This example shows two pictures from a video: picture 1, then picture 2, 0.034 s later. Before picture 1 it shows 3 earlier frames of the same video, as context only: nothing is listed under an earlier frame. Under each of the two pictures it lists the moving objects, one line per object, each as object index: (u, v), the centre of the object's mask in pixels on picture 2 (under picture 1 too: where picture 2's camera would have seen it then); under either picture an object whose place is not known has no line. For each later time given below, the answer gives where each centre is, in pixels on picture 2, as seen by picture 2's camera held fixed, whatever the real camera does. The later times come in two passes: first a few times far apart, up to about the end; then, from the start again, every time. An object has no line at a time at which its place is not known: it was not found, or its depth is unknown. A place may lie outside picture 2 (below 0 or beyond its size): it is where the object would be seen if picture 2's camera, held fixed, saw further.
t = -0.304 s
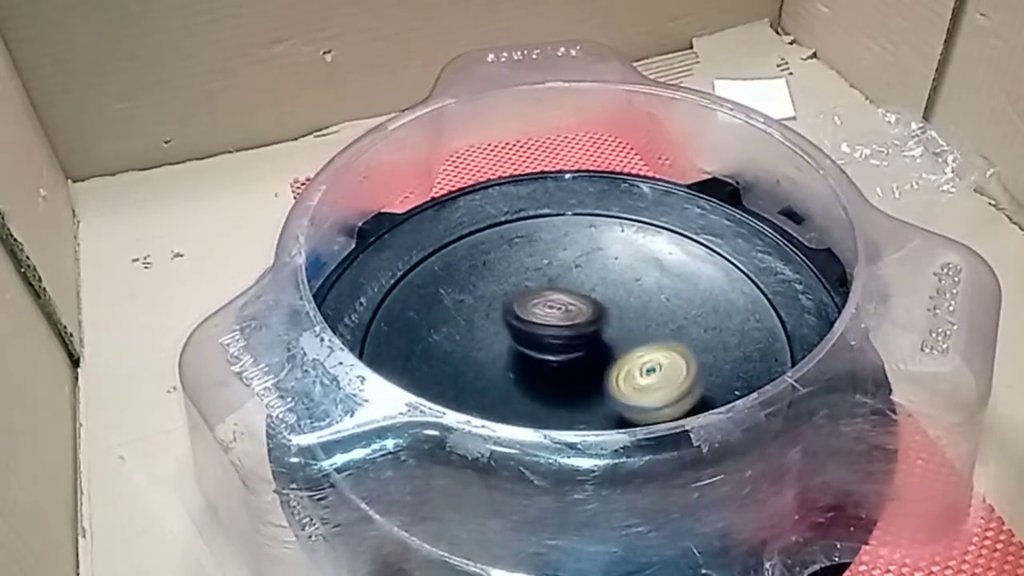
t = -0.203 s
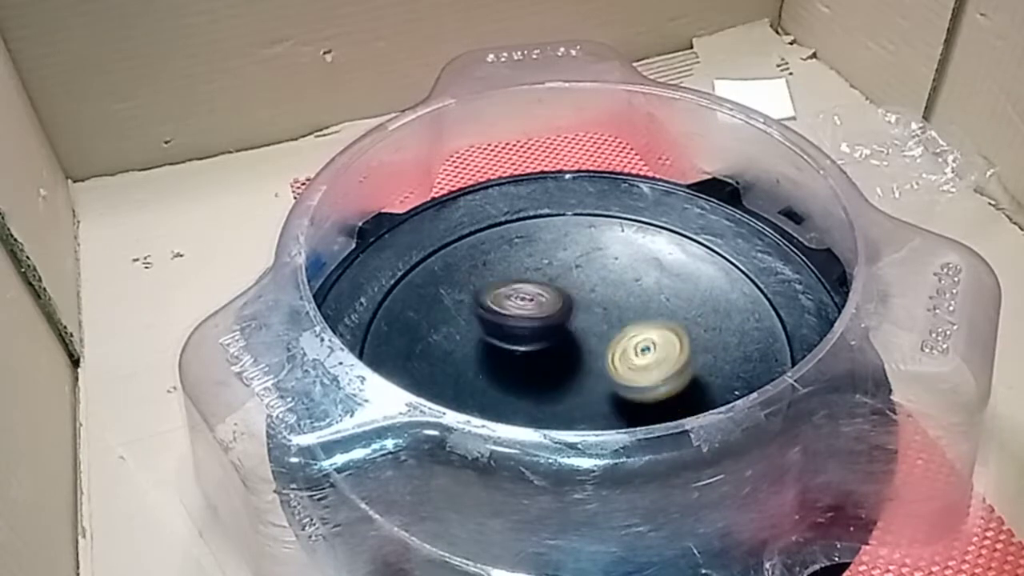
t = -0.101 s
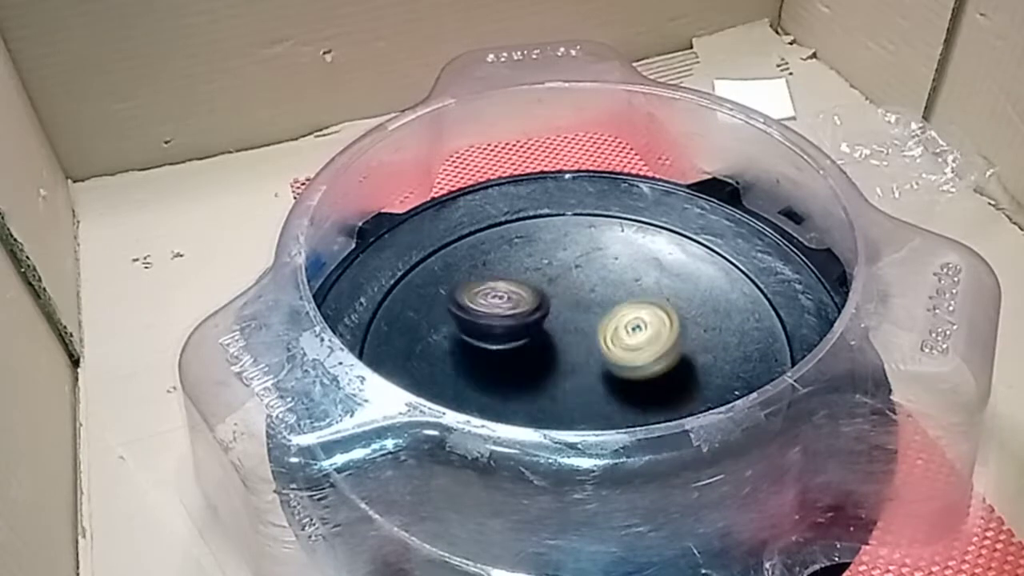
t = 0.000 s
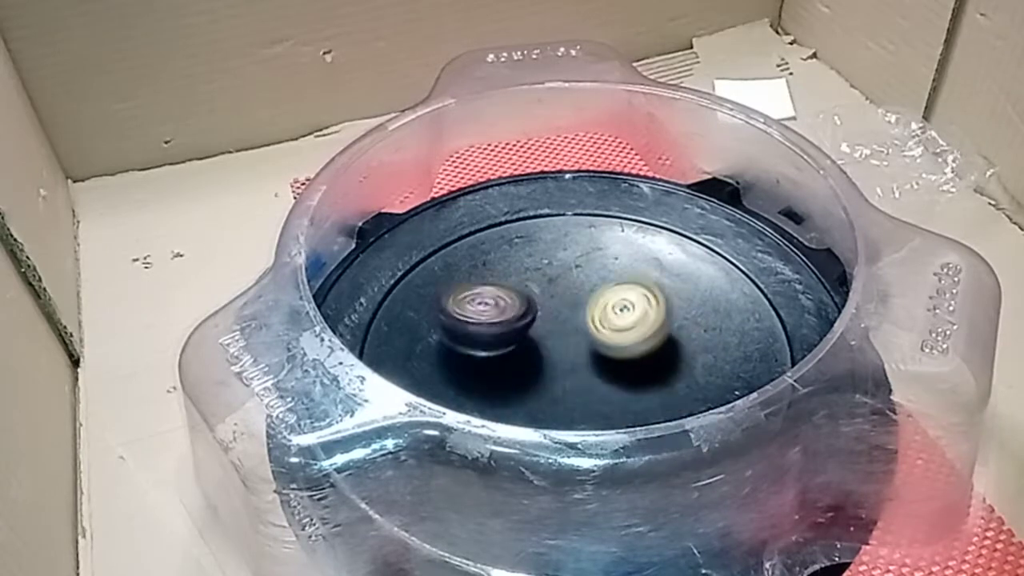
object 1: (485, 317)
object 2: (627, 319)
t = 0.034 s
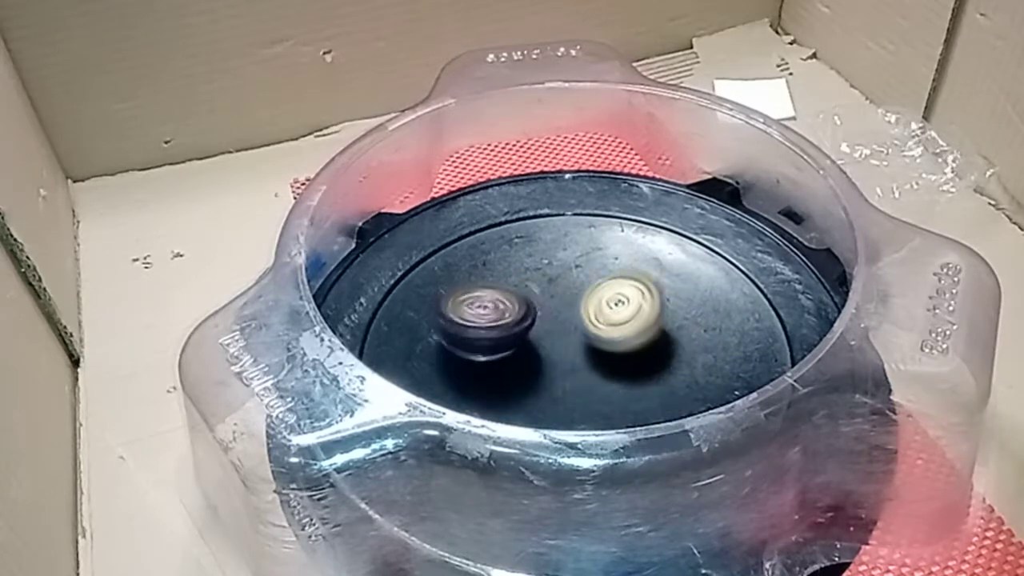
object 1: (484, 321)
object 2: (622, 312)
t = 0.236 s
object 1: (503, 346)
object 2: (582, 287)
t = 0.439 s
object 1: (545, 356)
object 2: (544, 276)
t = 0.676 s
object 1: (590, 353)
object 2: (509, 290)
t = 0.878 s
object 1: (588, 348)
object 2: (495, 320)
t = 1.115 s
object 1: (666, 354)
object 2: (492, 341)
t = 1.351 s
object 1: (646, 317)
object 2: (544, 373)
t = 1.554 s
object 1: (611, 292)
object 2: (587, 397)
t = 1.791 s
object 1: (571, 313)
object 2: (638, 387)
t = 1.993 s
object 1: (551, 344)
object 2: (664, 367)
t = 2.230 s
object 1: (567, 363)
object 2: (657, 333)
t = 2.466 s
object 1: (543, 384)
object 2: (645, 299)
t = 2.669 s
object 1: (567, 374)
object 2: (602, 293)
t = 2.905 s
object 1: (578, 382)
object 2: (555, 292)
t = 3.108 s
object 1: (595, 369)
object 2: (523, 316)
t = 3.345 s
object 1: (629, 358)
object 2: (514, 354)
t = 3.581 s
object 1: (633, 332)
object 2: (527, 393)
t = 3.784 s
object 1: (652, 302)
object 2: (553, 404)
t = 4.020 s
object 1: (612, 318)
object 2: (610, 399)
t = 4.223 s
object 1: (579, 283)
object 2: (622, 403)
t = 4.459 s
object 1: (563, 301)
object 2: (617, 378)
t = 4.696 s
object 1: (528, 286)
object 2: (610, 364)
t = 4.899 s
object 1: (525, 295)
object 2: (601, 364)
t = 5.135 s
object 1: (537, 316)
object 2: (607, 381)
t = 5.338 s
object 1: (545, 327)
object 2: (622, 389)
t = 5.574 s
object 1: (508, 303)
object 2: (657, 396)
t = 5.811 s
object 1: (502, 311)
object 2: (644, 388)
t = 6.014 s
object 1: (523, 317)
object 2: (647, 384)
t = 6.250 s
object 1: (518, 309)
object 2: (661, 389)
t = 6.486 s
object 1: (561, 327)
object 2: (637, 387)
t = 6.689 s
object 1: (585, 323)
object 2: (624, 396)
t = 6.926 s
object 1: (596, 322)
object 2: (606, 399)
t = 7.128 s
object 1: (588, 325)
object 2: (593, 402)
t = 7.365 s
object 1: (573, 328)
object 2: (588, 406)
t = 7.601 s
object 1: (568, 327)
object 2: (587, 401)
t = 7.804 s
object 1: (547, 294)
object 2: (583, 402)
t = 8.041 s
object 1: (551, 300)
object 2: (573, 393)
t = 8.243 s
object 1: (570, 289)
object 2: (563, 401)
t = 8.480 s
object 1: (580, 281)
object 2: (552, 403)
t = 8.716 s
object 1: (596, 309)
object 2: (557, 396)
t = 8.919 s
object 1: (615, 318)
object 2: (549, 394)
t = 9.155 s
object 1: (611, 331)
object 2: (536, 388)
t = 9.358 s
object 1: (631, 323)
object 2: (486, 391)
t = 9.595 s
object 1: (614, 338)
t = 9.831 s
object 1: (635, 326)
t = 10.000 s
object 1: (635, 309)
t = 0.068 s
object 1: (484, 324)
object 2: (616, 306)
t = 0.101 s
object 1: (486, 330)
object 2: (610, 303)
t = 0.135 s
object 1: (489, 334)
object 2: (603, 296)
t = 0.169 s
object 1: (494, 341)
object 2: (597, 293)
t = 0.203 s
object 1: (498, 344)
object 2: (590, 289)
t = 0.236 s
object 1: (503, 346)
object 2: (582, 287)
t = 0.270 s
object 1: (510, 350)
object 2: (576, 283)
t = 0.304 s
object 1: (515, 351)
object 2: (570, 280)
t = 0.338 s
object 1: (523, 354)
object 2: (563, 279)
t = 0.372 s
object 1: (529, 355)
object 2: (556, 277)
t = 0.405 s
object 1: (537, 356)
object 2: (550, 276)
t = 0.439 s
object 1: (545, 356)
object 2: (544, 276)
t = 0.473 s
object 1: (554, 356)
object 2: (539, 275)
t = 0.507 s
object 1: (562, 356)
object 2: (533, 276)
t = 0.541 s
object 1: (571, 356)
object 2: (528, 278)
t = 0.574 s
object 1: (578, 356)
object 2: (523, 280)
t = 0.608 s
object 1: (583, 356)
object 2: (517, 283)
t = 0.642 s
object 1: (588, 354)
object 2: (513, 286)
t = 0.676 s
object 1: (590, 353)
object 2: (509, 290)
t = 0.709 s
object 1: (591, 352)
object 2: (506, 295)
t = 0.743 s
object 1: (591, 351)
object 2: (503, 299)
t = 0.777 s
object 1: (590, 349)
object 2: (500, 304)
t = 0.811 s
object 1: (589, 348)
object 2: (498, 310)
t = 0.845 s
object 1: (587, 347)
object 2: (496, 315)
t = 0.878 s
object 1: (588, 348)
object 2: (495, 320)
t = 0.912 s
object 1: (594, 350)
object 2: (491, 323)
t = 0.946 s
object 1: (617, 354)
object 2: (480, 322)
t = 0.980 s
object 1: (630, 360)
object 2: (478, 321)
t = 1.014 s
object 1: (641, 361)
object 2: (479, 327)
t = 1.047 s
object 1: (653, 360)
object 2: (482, 330)
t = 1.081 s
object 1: (661, 358)
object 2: (488, 336)
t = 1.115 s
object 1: (666, 354)
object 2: (492, 341)
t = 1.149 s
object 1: (671, 349)
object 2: (497, 346)
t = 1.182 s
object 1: (675, 344)
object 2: (503, 351)
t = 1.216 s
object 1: (674, 338)
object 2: (509, 356)
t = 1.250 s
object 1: (670, 331)
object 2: (517, 361)
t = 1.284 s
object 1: (664, 325)
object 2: (525, 365)
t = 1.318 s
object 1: (656, 320)
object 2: (534, 369)
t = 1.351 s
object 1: (646, 317)
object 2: (544, 373)
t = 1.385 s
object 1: (636, 315)
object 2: (555, 376)
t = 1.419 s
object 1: (627, 312)
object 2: (564, 380)
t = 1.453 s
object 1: (623, 305)
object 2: (568, 391)
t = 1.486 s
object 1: (620, 298)
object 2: (572, 392)
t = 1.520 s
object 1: (616, 295)
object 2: (579, 396)
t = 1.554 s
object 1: (611, 292)
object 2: (587, 397)
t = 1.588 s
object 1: (605, 291)
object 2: (595, 396)
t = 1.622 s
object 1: (599, 291)
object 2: (603, 396)
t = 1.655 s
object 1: (593, 293)
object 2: (611, 394)
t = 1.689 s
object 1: (586, 297)
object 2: (618, 393)
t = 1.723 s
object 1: (580, 303)
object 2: (625, 391)
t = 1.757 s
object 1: (574, 308)
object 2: (632, 389)
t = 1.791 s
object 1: (571, 313)
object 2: (638, 387)
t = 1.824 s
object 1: (567, 318)
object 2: (643, 383)
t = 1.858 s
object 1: (564, 322)
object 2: (648, 380)
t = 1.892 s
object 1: (562, 332)
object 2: (652, 377)
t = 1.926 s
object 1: (557, 337)
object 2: (659, 375)
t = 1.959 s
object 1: (553, 340)
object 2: (663, 370)
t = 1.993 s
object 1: (551, 344)
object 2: (664, 367)
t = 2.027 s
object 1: (551, 348)
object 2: (666, 361)
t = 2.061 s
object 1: (551, 352)
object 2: (666, 357)
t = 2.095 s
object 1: (553, 356)
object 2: (665, 352)
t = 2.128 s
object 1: (556, 358)
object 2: (663, 347)
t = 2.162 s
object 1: (560, 361)
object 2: (661, 342)
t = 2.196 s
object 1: (564, 362)
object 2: (659, 338)
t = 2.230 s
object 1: (567, 363)
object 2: (657, 333)
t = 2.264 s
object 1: (561, 367)
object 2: (663, 325)
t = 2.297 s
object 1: (552, 374)
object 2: (666, 317)
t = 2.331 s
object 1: (546, 379)
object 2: (665, 312)
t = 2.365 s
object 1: (543, 381)
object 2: (661, 308)
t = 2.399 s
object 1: (544, 383)
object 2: (657, 305)
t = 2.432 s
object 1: (543, 383)
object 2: (651, 302)
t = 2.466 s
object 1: (543, 384)
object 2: (645, 299)
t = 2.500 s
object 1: (547, 384)
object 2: (639, 298)
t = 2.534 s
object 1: (550, 384)
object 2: (633, 295)
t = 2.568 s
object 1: (554, 383)
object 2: (626, 295)
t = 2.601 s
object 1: (557, 382)
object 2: (619, 294)
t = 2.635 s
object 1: (562, 379)
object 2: (610, 294)
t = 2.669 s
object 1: (567, 374)
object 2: (602, 293)
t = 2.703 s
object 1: (571, 370)
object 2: (595, 292)
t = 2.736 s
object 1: (574, 366)
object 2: (588, 291)
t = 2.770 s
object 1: (575, 371)
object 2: (579, 289)
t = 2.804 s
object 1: (575, 377)
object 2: (574, 286)
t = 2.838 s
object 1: (576, 380)
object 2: (567, 287)
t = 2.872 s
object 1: (577, 382)
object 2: (561, 288)
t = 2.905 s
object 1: (578, 382)
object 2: (555, 292)
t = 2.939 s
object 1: (581, 382)
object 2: (550, 296)
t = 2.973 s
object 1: (583, 380)
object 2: (544, 299)
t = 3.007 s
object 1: (585, 379)
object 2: (539, 303)
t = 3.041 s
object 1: (587, 375)
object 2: (534, 307)
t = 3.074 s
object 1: (589, 371)
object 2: (529, 311)
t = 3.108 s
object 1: (595, 369)
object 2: (523, 316)
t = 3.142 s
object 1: (600, 371)
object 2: (521, 320)
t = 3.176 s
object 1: (603, 369)
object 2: (519, 327)
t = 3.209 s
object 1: (609, 367)
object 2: (517, 333)
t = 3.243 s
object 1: (617, 366)
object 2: (513, 338)
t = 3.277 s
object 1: (624, 362)
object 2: (513, 342)
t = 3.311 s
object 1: (627, 362)
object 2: (513, 349)
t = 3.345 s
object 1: (629, 358)
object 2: (514, 354)
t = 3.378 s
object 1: (628, 355)
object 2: (515, 359)
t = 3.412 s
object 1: (628, 350)
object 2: (518, 366)
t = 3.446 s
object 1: (626, 350)
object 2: (520, 371)
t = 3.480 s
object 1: (625, 347)
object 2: (521, 377)
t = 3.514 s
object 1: (626, 345)
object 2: (526, 381)
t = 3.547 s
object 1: (626, 340)
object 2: (531, 384)
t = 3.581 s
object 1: (633, 332)
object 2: (527, 393)
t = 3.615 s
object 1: (641, 324)
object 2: (525, 396)
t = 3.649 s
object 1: (647, 319)
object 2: (528, 398)
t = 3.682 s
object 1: (651, 312)
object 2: (532, 399)
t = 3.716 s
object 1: (654, 307)
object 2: (538, 401)
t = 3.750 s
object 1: (655, 305)
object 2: (545, 402)
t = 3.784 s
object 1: (652, 302)
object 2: (553, 404)
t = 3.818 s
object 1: (648, 302)
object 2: (561, 404)
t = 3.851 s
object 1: (645, 301)
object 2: (572, 403)
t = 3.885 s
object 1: (639, 304)
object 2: (579, 404)
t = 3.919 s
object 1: (633, 307)
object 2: (586, 403)
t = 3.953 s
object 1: (625, 311)
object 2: (594, 400)
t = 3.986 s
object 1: (617, 312)
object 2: (603, 400)
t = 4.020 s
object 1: (612, 318)
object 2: (610, 399)
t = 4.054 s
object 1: (607, 311)
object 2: (618, 402)
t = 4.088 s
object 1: (600, 303)
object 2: (620, 406)
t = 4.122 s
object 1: (593, 293)
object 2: (622, 407)
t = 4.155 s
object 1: (588, 290)
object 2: (623, 409)
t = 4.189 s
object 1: (583, 285)
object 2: (622, 406)
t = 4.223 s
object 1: (579, 283)
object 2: (622, 403)
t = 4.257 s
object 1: (576, 285)
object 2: (623, 399)
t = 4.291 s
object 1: (573, 287)
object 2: (623, 396)
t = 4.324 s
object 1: (570, 289)
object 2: (623, 392)
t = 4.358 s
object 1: (569, 293)
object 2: (621, 389)
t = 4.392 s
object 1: (568, 299)
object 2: (618, 384)
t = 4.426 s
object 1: (567, 304)
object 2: (616, 378)
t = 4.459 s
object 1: (563, 301)
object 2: (617, 378)
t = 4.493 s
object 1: (557, 300)
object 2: (617, 375)
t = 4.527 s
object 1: (551, 299)
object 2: (612, 371)
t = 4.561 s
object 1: (547, 297)
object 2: (609, 367)
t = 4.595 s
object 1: (544, 297)
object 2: (606, 363)
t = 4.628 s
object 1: (537, 293)
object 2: (610, 364)
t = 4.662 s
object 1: (532, 288)
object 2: (612, 365)
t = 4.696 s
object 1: (528, 286)
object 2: (610, 364)
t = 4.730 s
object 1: (525, 287)
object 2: (607, 363)
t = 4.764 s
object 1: (525, 286)
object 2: (604, 361)
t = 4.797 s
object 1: (525, 289)
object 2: (600, 360)
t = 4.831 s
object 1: (526, 292)
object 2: (597, 359)
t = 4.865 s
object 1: (528, 294)
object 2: (595, 359)
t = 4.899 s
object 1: (525, 295)
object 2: (601, 364)
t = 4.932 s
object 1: (522, 295)
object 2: (604, 368)
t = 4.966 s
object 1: (522, 294)
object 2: (604, 371)
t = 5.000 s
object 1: (521, 299)
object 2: (604, 373)
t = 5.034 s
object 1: (523, 303)
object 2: (604, 374)
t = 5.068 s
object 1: (528, 305)
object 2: (604, 376)
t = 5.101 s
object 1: (533, 312)
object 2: (604, 378)
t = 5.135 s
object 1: (537, 316)
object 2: (607, 381)
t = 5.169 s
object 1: (541, 317)
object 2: (609, 383)
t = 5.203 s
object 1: (541, 319)
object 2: (614, 385)
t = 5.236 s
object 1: (540, 320)
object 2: (616, 387)
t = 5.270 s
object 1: (542, 320)
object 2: (618, 388)
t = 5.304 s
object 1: (543, 324)
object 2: (620, 389)
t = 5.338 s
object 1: (545, 327)
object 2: (622, 389)
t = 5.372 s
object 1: (548, 329)
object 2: (624, 389)
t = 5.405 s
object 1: (549, 331)
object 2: (627, 390)
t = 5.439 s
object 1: (548, 331)
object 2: (630, 390)
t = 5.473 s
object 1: (539, 322)
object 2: (646, 393)
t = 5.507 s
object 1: (527, 314)
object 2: (653, 394)
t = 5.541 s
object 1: (518, 308)
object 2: (657, 396)
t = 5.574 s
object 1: (508, 303)
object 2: (657, 396)
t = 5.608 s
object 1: (500, 300)
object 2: (657, 395)
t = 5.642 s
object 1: (496, 300)
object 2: (656, 394)
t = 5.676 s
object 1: (494, 301)
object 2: (654, 393)
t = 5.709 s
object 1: (495, 301)
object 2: (652, 391)
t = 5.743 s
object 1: (495, 304)
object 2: (650, 390)
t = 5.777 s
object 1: (498, 306)
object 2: (649, 389)
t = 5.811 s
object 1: (502, 311)
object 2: (644, 388)
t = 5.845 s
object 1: (509, 316)
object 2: (640, 387)
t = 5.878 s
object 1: (515, 316)
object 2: (636, 386)
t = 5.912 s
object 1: (521, 322)
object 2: (631, 383)
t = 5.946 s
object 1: (529, 326)
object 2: (625, 381)
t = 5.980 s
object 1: (535, 326)
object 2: (627, 381)
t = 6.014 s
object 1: (523, 317)
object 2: (647, 384)
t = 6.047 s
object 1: (517, 313)
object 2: (660, 385)
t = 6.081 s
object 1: (511, 309)
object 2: (666, 387)
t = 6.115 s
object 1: (510, 306)
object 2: (666, 388)
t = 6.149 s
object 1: (510, 305)
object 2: (665, 388)
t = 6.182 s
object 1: (513, 306)
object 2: (664, 389)
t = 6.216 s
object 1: (515, 305)
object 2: (663, 388)
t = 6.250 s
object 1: (518, 309)
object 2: (661, 389)
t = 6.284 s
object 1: (522, 310)
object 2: (658, 389)
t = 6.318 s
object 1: (525, 314)
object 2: (656, 389)
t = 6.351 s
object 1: (530, 317)
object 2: (653, 389)
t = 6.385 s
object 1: (537, 318)
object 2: (648, 388)
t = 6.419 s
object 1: (546, 322)
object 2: (644, 388)
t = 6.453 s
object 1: (553, 323)
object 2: (641, 388)
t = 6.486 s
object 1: (561, 327)
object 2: (637, 387)
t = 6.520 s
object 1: (567, 326)
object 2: (636, 389)
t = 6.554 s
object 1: (571, 324)
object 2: (636, 392)
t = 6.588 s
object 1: (574, 323)
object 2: (633, 393)
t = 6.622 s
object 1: (578, 324)
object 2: (630, 394)
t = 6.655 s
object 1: (583, 324)
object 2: (627, 395)
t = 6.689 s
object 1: (585, 323)
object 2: (624, 396)
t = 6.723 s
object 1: (589, 322)
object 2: (621, 397)
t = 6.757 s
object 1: (592, 320)
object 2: (619, 397)
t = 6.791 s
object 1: (593, 321)
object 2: (616, 398)
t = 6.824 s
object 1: (595, 321)
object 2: (615, 398)
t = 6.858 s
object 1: (595, 322)
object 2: (611, 398)
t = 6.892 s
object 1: (596, 322)
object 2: (608, 399)
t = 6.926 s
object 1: (596, 322)
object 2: (606, 399)
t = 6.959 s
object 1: (596, 321)
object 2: (603, 401)
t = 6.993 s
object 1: (595, 322)
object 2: (601, 401)
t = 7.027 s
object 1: (594, 320)
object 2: (598, 402)
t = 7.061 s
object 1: (592, 323)
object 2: (597, 402)
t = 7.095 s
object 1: (591, 324)
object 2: (595, 402)
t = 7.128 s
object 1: (588, 325)
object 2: (593, 402)
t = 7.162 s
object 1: (587, 325)
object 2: (591, 402)
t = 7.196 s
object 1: (584, 327)
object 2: (589, 401)
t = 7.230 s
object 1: (583, 330)
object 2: (590, 403)
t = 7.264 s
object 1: (580, 329)
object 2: (591, 405)
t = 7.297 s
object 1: (577, 328)
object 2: (590, 406)
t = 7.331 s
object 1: (574, 328)
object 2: (590, 406)
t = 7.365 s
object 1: (573, 328)
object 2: (588, 406)
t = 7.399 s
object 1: (571, 329)
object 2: (588, 406)
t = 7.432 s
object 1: (571, 330)
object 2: (588, 405)
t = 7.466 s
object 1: (569, 329)
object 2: (588, 404)
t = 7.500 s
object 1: (569, 329)
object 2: (588, 403)
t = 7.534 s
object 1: (568, 329)
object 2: (587, 402)
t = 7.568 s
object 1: (568, 328)
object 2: (587, 401)
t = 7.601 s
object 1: (568, 327)
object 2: (587, 401)
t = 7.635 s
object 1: (563, 317)
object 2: (589, 404)
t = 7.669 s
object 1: (560, 310)
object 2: (588, 405)
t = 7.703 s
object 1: (555, 303)
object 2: (586, 404)
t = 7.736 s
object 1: (552, 298)
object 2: (586, 403)
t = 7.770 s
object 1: (549, 296)
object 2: (585, 403)
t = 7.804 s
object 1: (547, 294)
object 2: (583, 402)
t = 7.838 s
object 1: (546, 294)
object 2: (582, 401)
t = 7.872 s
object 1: (546, 294)
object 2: (580, 400)
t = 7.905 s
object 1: (547, 294)
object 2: (580, 399)
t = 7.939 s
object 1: (548, 295)
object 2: (577, 397)
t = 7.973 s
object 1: (548, 295)
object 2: (575, 395)
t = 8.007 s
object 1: (549, 297)
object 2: (574, 395)
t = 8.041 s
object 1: (551, 300)
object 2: (573, 393)
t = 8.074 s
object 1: (553, 302)
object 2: (570, 391)
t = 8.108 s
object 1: (555, 304)
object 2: (566, 390)
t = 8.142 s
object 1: (561, 307)
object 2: (564, 389)
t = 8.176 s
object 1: (565, 302)
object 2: (563, 393)
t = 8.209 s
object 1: (566, 295)
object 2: (564, 398)
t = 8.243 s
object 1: (570, 289)
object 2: (563, 401)
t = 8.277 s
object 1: (570, 282)
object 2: (560, 403)
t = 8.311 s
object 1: (572, 276)
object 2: (559, 403)
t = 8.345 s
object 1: (572, 276)
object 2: (558, 403)
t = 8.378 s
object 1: (576, 274)
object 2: (555, 403)
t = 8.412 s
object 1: (577, 275)
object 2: (553, 404)
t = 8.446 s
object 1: (579, 279)
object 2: (555, 403)
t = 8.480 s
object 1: (580, 281)
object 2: (552, 403)
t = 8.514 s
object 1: (582, 284)
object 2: (555, 402)
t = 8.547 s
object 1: (584, 289)
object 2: (555, 402)
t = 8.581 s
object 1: (586, 291)
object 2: (557, 400)
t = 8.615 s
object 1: (588, 297)
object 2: (556, 400)
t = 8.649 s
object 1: (590, 299)
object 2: (557, 398)
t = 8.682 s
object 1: (593, 305)
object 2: (557, 398)
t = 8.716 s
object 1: (596, 309)
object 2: (557, 396)
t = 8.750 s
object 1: (601, 317)
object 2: (557, 395)
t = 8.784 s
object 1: (604, 318)
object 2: (558, 393)
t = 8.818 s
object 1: (609, 317)
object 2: (554, 394)
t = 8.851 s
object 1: (613, 318)
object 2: (551, 395)
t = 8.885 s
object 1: (616, 318)
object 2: (550, 395)
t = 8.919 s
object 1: (615, 318)
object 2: (549, 394)
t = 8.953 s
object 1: (615, 320)
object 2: (547, 393)
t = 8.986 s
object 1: (614, 321)
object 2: (543, 392)
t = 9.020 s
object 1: (615, 322)
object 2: (542, 391)
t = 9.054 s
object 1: (613, 324)
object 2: (540, 391)
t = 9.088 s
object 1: (613, 325)
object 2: (538, 390)
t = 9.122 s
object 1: (611, 329)
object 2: (537, 389)
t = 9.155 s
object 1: (611, 331)
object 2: (536, 388)
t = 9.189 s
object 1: (619, 328)
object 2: (522, 391)
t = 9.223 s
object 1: (627, 324)
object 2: (509, 391)
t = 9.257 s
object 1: (633, 321)
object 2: (500, 392)
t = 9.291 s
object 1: (633, 320)
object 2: (494, 391)
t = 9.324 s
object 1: (634, 322)
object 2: (488, 390)
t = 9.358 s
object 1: (631, 323)
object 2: (486, 391)
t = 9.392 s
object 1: (629, 326)
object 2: (486, 391)
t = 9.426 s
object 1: (627, 328)
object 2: (485, 391)
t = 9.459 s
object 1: (625, 329)
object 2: (485, 391)
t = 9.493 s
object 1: (623, 331)
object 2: (486, 391)
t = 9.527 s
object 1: (620, 333)
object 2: (488, 391)
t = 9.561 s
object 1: (618, 335)
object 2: (491, 392)
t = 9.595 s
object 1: (614, 338)
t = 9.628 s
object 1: (611, 341)
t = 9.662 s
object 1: (606, 344)
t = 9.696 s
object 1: (602, 347)
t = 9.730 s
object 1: (611, 342)
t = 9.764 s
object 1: (619, 334)
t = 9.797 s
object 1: (630, 330)
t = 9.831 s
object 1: (635, 326)
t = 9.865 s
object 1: (637, 321)
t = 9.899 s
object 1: (640, 315)
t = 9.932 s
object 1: (639, 312)
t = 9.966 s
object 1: (639, 311)
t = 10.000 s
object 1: (635, 309)
